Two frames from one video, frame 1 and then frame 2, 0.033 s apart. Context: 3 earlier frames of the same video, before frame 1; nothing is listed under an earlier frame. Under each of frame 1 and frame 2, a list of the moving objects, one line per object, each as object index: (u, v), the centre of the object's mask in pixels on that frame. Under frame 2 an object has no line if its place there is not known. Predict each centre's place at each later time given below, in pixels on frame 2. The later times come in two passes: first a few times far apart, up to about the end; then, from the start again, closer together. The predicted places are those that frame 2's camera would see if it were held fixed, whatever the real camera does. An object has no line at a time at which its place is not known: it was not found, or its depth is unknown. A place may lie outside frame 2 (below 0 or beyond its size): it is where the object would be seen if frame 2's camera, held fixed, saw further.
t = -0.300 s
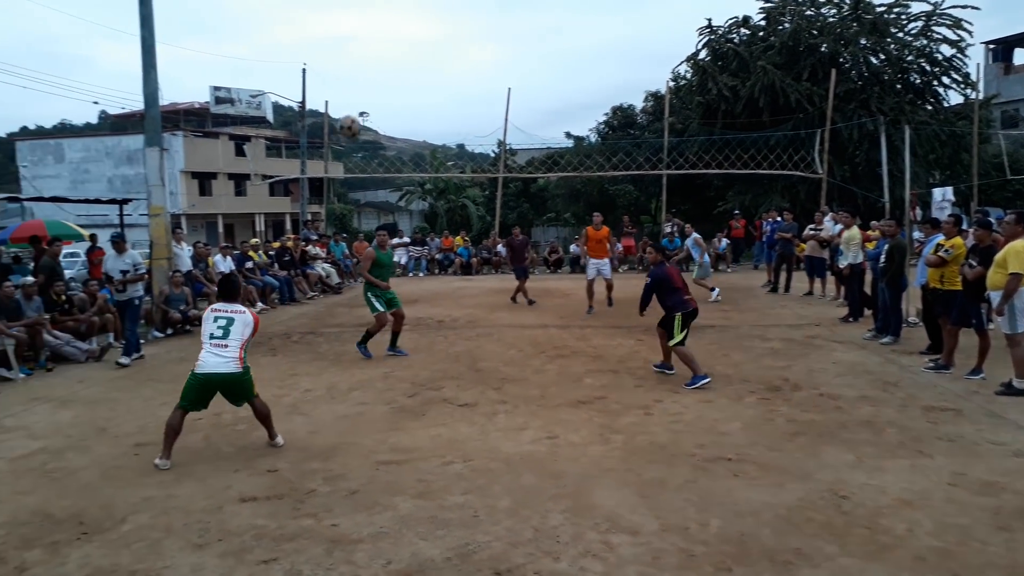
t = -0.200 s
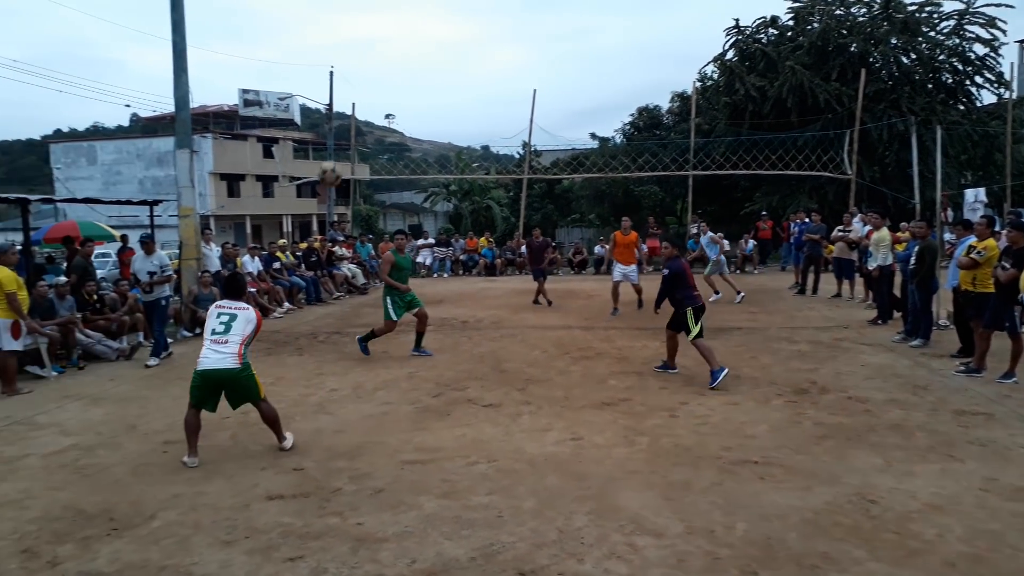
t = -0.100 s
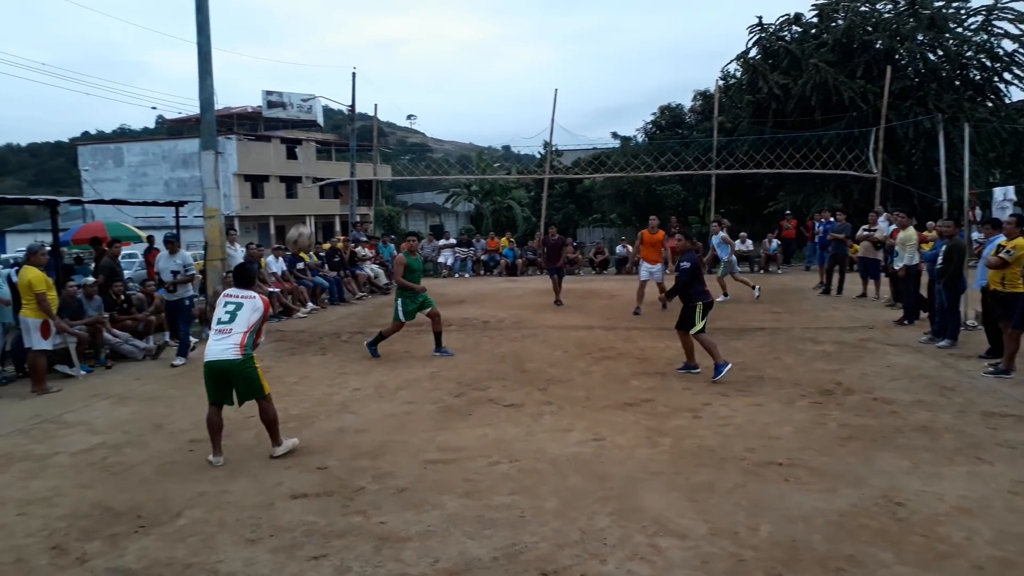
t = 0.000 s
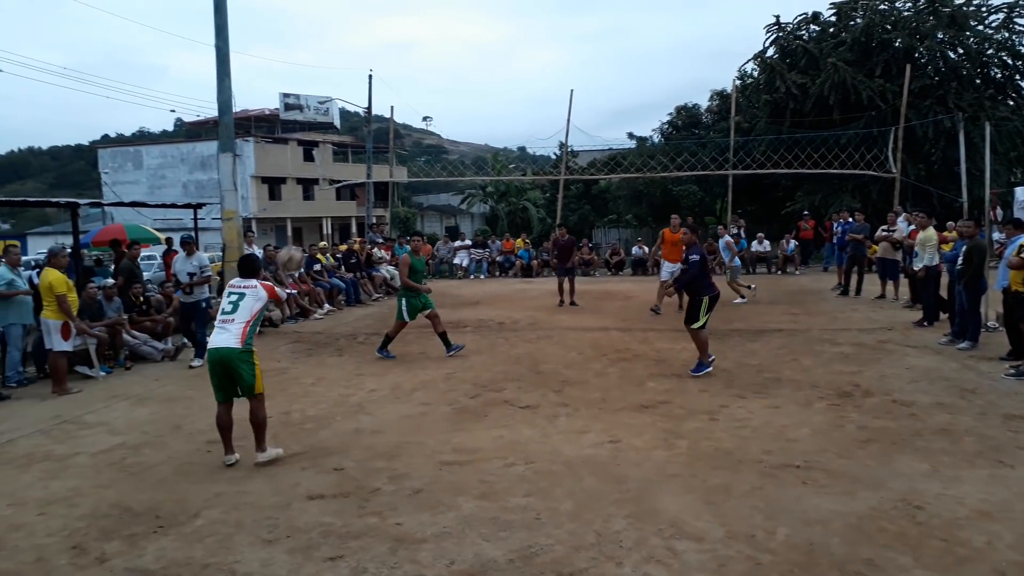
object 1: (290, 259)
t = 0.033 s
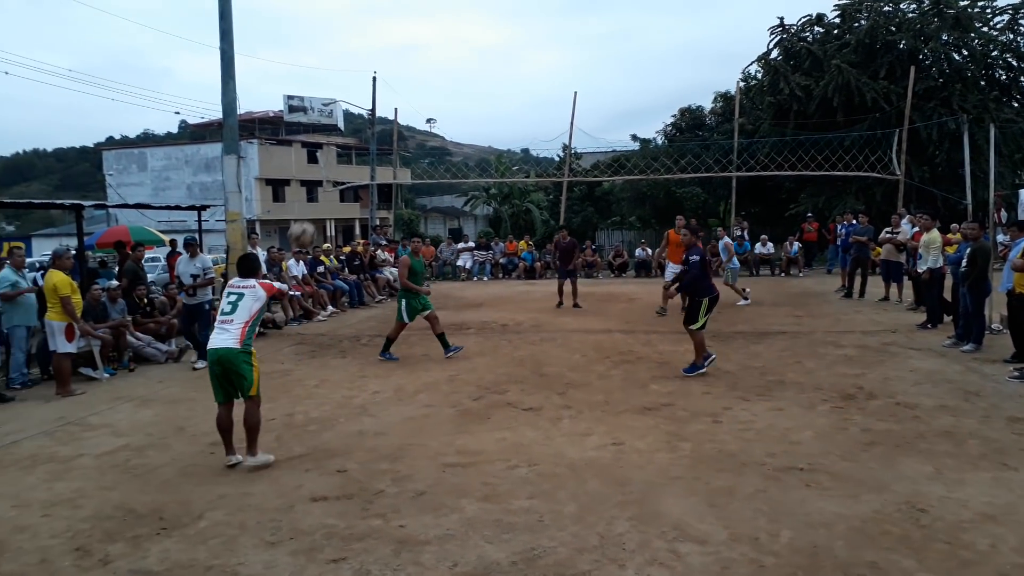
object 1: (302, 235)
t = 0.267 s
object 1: (355, 95)
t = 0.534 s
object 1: (409, 24)
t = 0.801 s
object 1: (456, 30)
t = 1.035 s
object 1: (493, 87)
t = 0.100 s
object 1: (318, 187)
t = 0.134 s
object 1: (326, 164)
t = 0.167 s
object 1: (334, 145)
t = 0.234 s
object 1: (349, 110)
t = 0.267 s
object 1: (355, 95)
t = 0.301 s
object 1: (362, 81)
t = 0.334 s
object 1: (369, 69)
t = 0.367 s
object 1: (376, 58)
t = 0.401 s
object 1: (383, 49)
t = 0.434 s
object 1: (390, 41)
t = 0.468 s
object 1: (396, 34)
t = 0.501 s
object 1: (403, 28)
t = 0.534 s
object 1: (409, 24)
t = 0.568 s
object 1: (415, 21)
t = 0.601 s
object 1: (421, 19)
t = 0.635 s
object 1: (428, 18)
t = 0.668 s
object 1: (433, 19)
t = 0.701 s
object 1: (440, 20)
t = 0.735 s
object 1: (446, 23)
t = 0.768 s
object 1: (451, 26)
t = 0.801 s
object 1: (456, 30)
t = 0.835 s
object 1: (462, 36)
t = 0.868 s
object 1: (467, 42)
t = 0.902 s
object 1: (473, 49)
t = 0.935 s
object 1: (478, 58)
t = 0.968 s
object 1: (483, 67)
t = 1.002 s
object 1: (488, 77)
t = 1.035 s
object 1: (493, 87)
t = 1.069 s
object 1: (498, 98)
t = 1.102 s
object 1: (502, 111)
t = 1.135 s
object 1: (507, 123)
